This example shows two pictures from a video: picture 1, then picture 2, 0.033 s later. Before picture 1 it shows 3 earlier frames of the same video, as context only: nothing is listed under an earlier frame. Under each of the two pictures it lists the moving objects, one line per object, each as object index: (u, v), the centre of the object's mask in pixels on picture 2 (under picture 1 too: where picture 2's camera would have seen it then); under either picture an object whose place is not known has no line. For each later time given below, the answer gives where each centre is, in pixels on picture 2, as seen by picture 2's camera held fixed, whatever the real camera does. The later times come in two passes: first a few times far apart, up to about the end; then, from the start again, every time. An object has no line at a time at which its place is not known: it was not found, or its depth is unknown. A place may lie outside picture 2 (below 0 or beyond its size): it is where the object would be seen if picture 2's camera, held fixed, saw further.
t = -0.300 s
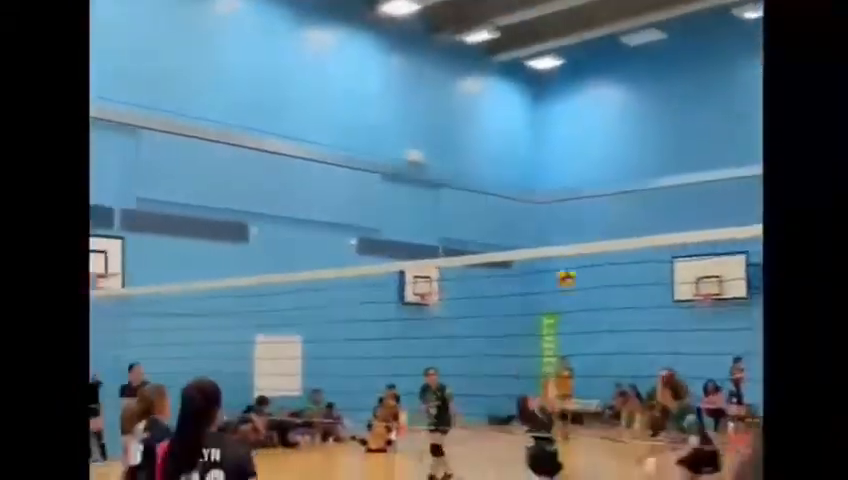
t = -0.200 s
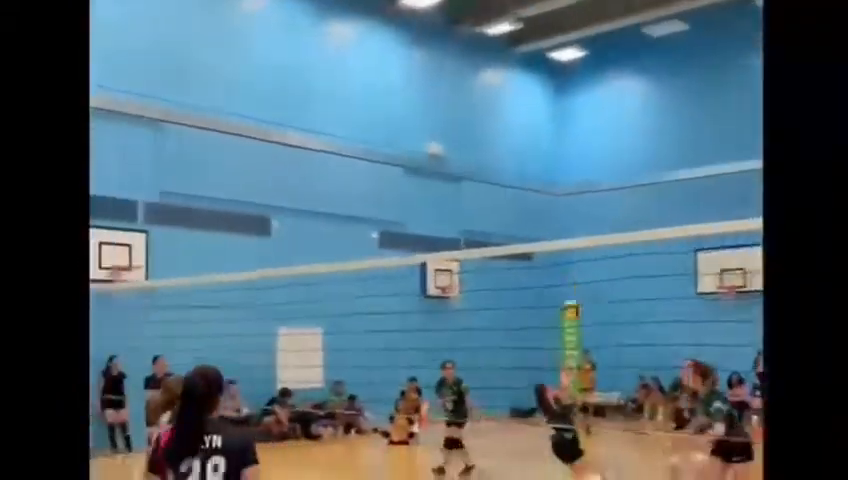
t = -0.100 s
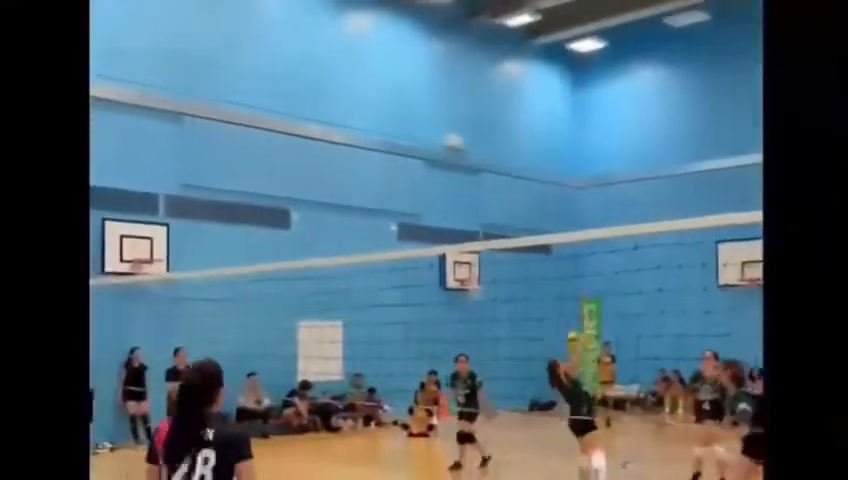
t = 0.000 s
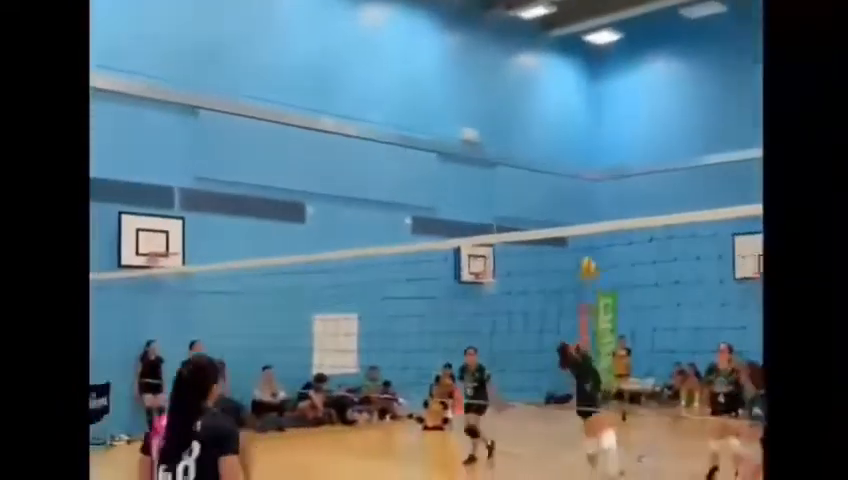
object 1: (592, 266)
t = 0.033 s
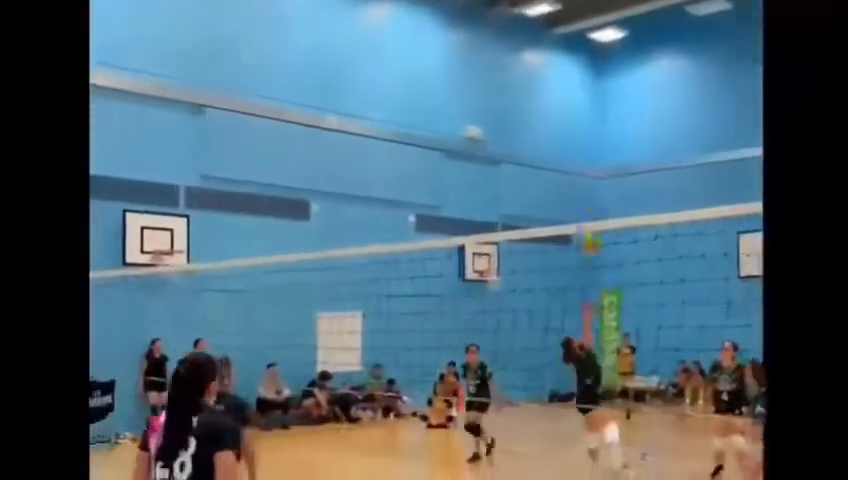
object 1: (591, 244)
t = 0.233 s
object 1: (591, 128)
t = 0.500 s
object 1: (583, 38)
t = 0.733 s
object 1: (577, 16)
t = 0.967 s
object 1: (572, 39)
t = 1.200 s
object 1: (569, 117)
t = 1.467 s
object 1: (568, 256)
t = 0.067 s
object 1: (593, 217)
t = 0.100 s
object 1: (592, 199)
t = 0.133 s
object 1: (590, 180)
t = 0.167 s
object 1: (592, 163)
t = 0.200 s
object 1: (590, 143)
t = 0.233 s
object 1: (591, 128)
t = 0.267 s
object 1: (590, 113)
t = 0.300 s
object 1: (590, 98)
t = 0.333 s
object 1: (589, 85)
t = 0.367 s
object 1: (588, 74)
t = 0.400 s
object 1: (588, 64)
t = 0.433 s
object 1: (587, 53)
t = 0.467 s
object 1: (586, 47)
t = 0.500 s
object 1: (583, 38)
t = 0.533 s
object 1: (584, 32)
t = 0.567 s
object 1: (584, 26)
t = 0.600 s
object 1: (582, 21)
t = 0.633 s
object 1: (580, 18)
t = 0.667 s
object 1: (578, 15)
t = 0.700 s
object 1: (578, 15)
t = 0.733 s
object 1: (577, 16)
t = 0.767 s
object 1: (576, 16)
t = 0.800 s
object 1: (575, 18)
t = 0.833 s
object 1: (574, 19)
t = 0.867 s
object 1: (573, 23)
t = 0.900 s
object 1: (573, 27)
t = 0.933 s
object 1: (572, 35)
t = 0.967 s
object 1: (572, 39)
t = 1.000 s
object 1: (572, 48)
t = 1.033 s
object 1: (572, 57)
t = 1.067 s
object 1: (571, 66)
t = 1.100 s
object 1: (570, 78)
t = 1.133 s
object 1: (568, 90)
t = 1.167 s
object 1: (569, 103)
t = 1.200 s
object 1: (569, 117)
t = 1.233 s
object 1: (569, 132)
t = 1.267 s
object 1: (568, 147)
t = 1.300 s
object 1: (568, 162)
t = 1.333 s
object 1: (569, 180)
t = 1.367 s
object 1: (567, 197)
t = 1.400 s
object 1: (568, 215)
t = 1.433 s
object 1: (568, 237)
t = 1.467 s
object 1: (568, 256)
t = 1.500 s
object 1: (569, 277)
